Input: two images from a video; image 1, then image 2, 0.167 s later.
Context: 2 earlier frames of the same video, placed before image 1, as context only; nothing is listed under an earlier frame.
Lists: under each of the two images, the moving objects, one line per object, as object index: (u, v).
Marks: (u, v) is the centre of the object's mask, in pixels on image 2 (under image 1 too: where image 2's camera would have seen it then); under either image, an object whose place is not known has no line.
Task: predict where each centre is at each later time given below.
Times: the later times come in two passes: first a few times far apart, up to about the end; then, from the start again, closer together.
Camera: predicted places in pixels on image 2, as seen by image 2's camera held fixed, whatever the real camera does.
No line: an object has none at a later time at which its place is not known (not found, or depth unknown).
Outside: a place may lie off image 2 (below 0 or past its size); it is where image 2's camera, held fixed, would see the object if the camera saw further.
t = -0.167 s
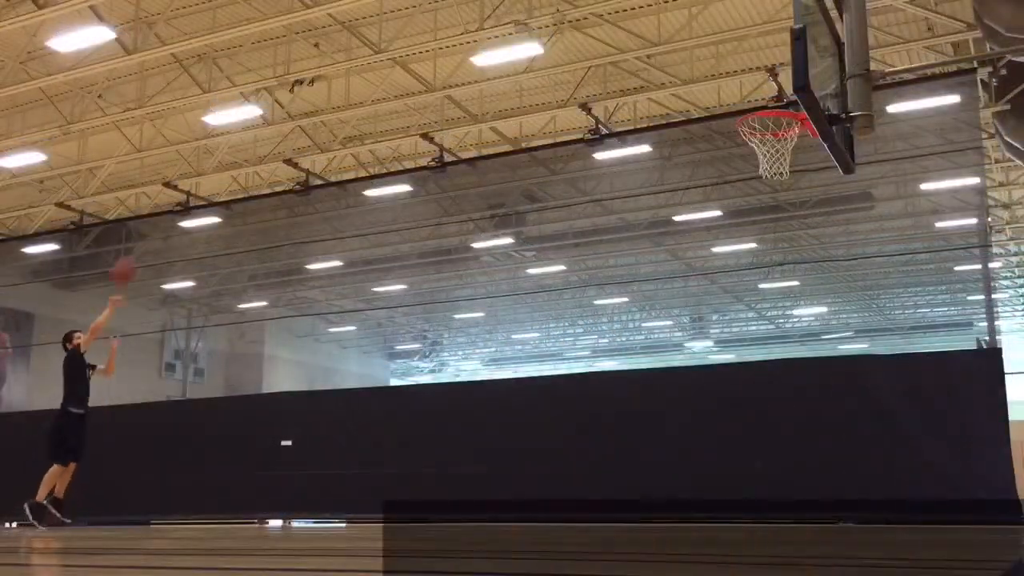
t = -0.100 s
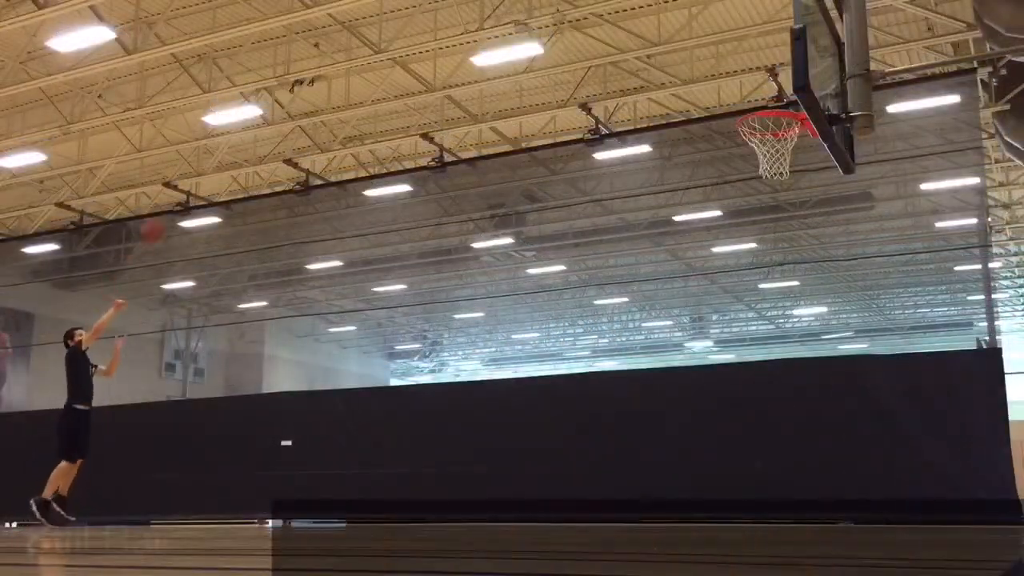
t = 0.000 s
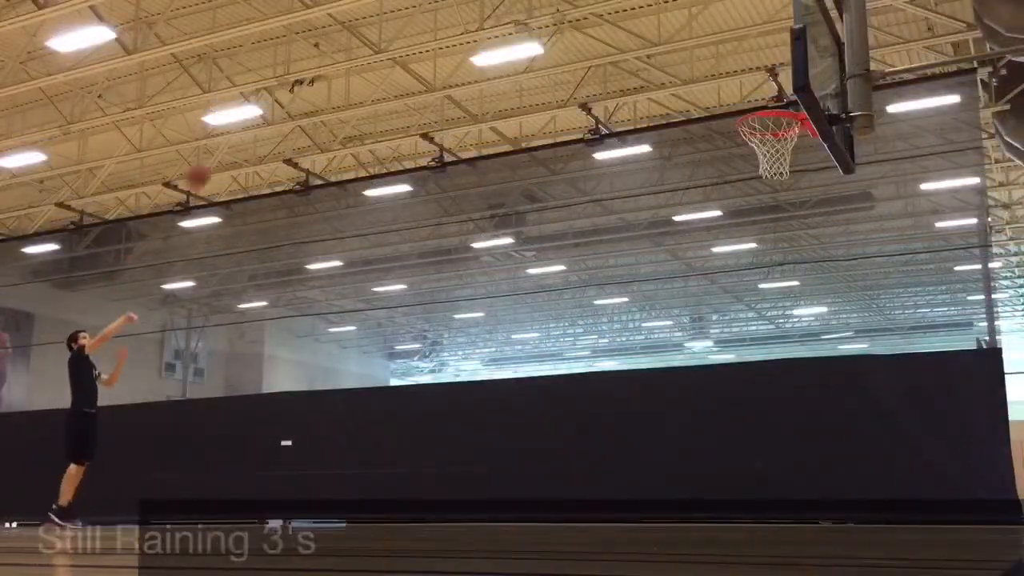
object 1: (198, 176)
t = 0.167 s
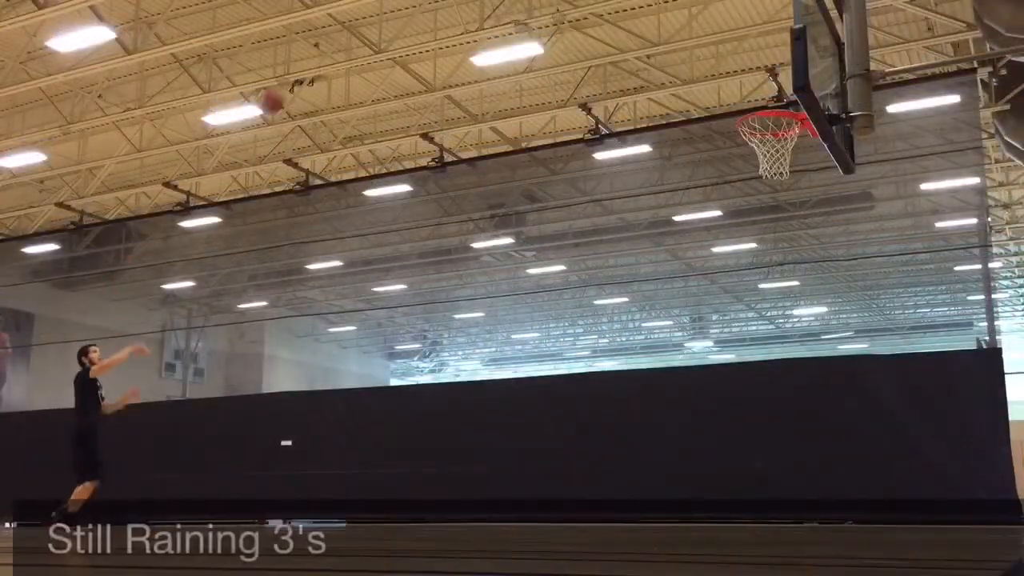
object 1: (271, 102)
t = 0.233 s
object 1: (302, 78)
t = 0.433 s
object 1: (395, 26)
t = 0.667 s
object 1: (511, 11)
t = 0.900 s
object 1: (644, 48)
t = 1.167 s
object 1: (803, 149)
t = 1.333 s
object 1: (833, 183)
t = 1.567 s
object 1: (884, 299)
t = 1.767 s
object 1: (942, 476)
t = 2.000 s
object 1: (915, 382)
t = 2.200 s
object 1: (886, 311)
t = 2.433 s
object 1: (858, 298)
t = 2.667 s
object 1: (835, 365)
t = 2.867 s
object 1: (821, 489)
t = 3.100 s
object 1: (790, 420)
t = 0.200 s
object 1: (285, 90)
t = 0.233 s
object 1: (302, 78)
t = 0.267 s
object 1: (317, 66)
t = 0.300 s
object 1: (331, 57)
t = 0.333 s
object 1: (346, 48)
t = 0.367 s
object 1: (363, 40)
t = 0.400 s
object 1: (379, 33)
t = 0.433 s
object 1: (395, 26)
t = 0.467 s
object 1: (411, 20)
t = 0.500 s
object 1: (427, 17)
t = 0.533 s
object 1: (443, 12)
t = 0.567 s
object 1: (460, 11)
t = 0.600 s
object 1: (476, 10)
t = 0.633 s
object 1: (493, 10)
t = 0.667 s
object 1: (511, 11)
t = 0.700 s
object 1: (530, 11)
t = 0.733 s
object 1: (547, 13)
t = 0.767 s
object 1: (565, 18)
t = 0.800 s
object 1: (585, 24)
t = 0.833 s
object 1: (604, 31)
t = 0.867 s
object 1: (624, 39)
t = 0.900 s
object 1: (644, 48)
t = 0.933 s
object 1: (666, 60)
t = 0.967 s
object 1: (688, 71)
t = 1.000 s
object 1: (710, 86)
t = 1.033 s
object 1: (732, 100)
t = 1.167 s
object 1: (803, 149)
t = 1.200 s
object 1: (808, 152)
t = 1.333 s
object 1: (833, 183)
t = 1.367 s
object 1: (840, 194)
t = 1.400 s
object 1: (846, 208)
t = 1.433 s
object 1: (853, 222)
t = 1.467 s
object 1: (860, 238)
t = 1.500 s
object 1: (867, 257)
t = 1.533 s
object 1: (875, 277)
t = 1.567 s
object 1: (884, 299)
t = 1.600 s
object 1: (892, 323)
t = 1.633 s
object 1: (901, 352)
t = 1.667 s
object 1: (911, 378)
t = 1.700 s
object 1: (919, 408)
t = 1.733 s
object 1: (930, 442)
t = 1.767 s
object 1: (942, 476)
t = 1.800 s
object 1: (951, 508)
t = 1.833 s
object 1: (946, 489)
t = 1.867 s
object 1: (939, 464)
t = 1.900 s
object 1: (932, 440)
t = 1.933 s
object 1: (927, 420)
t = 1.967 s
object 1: (921, 400)
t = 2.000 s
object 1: (915, 382)
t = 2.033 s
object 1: (910, 369)
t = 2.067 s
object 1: (906, 355)
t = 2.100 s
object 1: (900, 339)
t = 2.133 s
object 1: (895, 328)
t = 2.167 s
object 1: (890, 318)
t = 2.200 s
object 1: (886, 311)
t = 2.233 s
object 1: (882, 305)
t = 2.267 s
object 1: (877, 299)
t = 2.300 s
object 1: (873, 297)
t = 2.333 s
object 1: (870, 295)
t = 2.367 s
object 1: (866, 294)
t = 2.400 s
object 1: (862, 296)
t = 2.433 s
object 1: (858, 298)
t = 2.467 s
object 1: (855, 302)
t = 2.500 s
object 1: (851, 308)
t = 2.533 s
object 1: (848, 316)
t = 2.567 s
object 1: (845, 325)
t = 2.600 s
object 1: (842, 336)
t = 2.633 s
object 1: (839, 352)
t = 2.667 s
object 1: (835, 365)
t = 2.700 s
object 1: (833, 380)
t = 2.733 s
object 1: (830, 397)
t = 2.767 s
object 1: (828, 417)
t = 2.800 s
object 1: (825, 439)
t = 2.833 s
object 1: (823, 462)
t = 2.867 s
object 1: (821, 489)
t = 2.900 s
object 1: (818, 509)
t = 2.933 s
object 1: (813, 491)
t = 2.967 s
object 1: (808, 474)
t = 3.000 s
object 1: (804, 458)
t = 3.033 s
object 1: (799, 443)
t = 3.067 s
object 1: (794, 431)
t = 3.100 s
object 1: (790, 420)
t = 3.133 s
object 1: (785, 412)
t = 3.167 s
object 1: (781, 404)
